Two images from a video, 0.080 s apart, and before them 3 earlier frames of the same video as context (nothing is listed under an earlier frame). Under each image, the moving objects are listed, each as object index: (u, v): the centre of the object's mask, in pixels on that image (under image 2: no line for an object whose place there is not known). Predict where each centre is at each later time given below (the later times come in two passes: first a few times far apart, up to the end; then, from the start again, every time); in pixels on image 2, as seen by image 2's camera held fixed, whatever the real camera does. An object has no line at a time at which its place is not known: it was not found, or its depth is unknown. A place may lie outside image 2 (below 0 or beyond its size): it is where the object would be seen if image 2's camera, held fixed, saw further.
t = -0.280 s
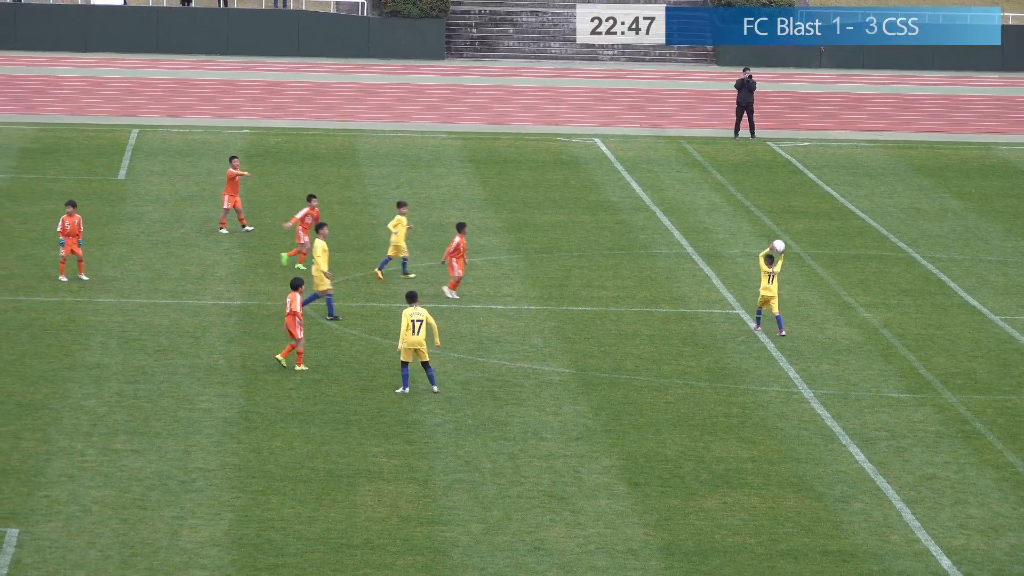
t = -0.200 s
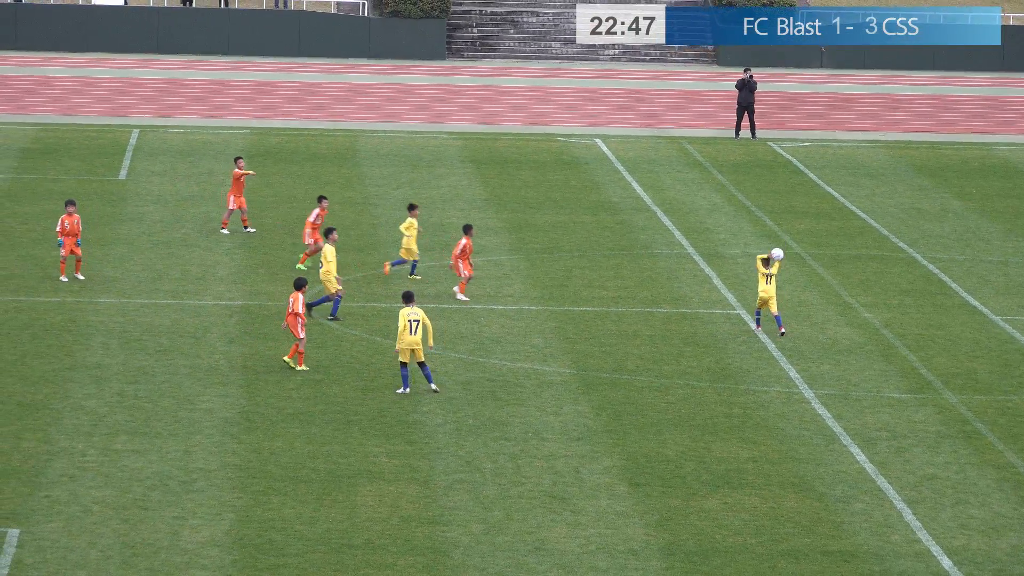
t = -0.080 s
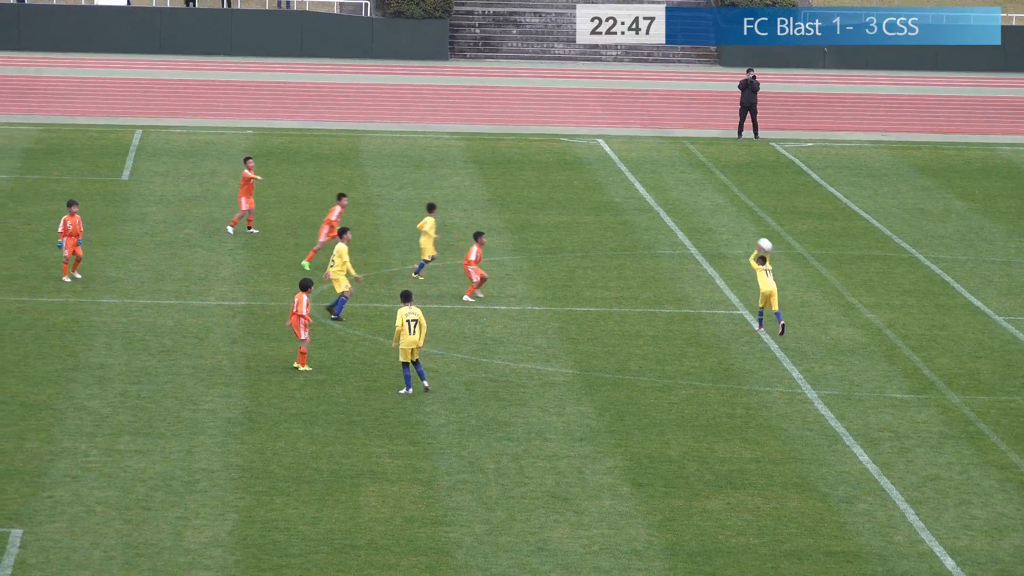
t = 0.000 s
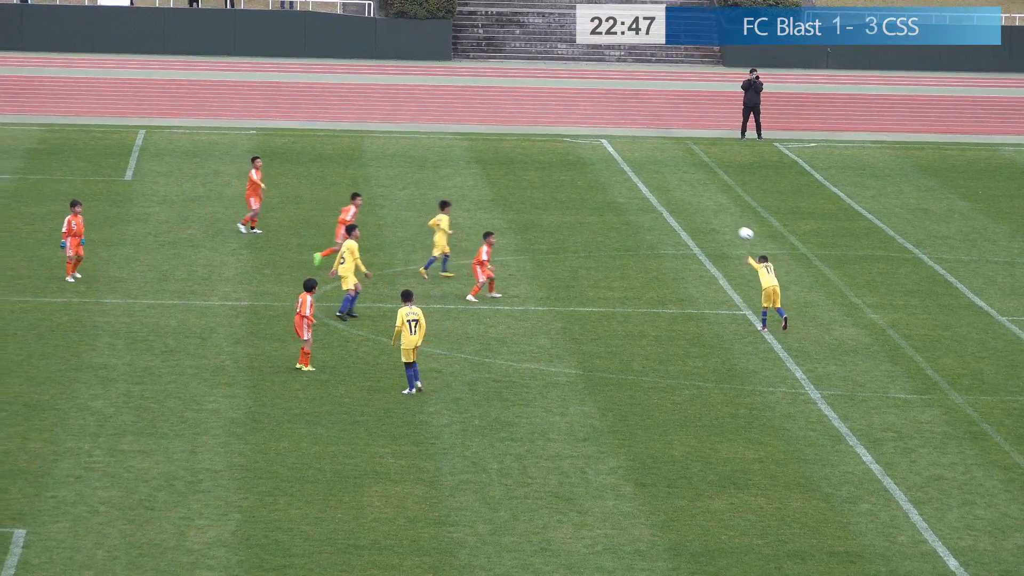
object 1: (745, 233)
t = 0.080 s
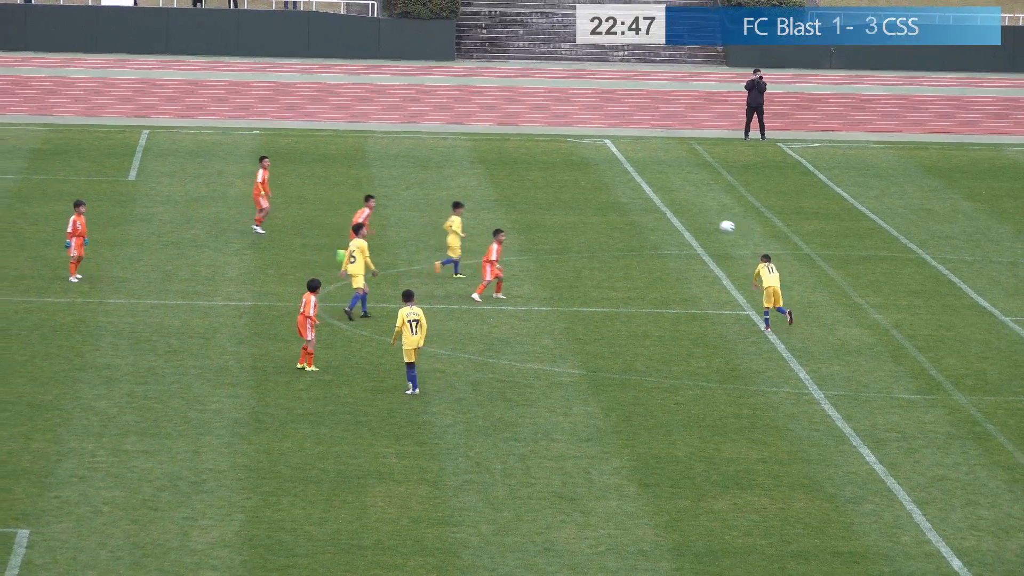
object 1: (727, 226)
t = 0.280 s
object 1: (677, 226)
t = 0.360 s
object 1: (657, 233)
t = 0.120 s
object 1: (717, 224)
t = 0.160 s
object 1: (706, 223)
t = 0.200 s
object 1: (696, 223)
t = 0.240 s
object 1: (686, 224)
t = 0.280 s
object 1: (677, 226)
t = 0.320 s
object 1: (667, 229)
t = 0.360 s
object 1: (657, 233)
